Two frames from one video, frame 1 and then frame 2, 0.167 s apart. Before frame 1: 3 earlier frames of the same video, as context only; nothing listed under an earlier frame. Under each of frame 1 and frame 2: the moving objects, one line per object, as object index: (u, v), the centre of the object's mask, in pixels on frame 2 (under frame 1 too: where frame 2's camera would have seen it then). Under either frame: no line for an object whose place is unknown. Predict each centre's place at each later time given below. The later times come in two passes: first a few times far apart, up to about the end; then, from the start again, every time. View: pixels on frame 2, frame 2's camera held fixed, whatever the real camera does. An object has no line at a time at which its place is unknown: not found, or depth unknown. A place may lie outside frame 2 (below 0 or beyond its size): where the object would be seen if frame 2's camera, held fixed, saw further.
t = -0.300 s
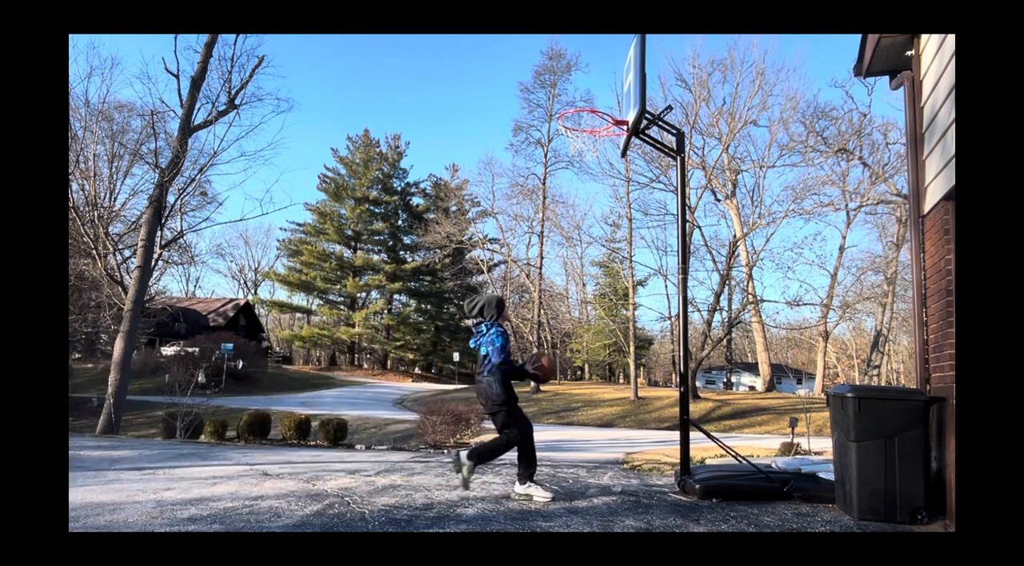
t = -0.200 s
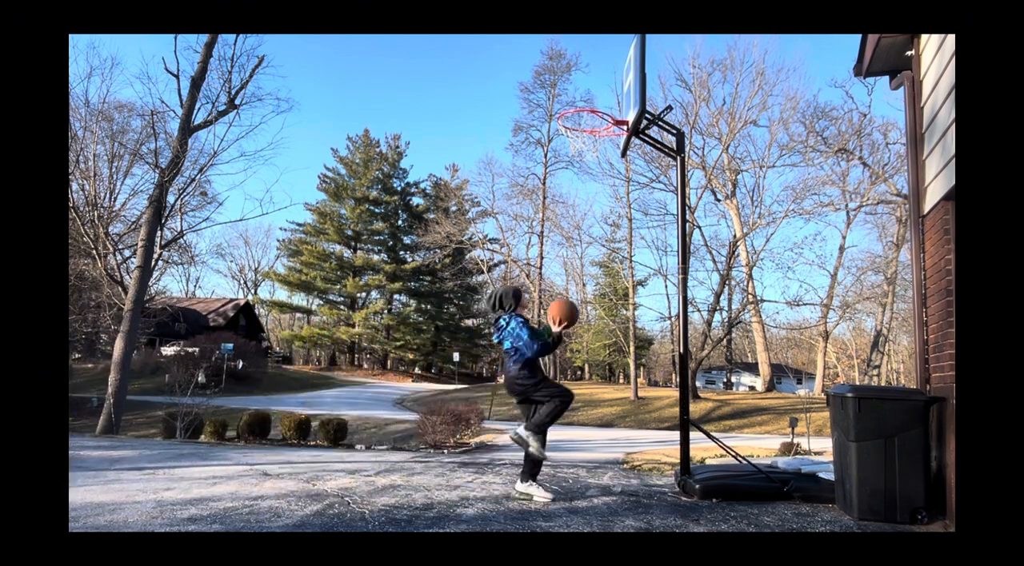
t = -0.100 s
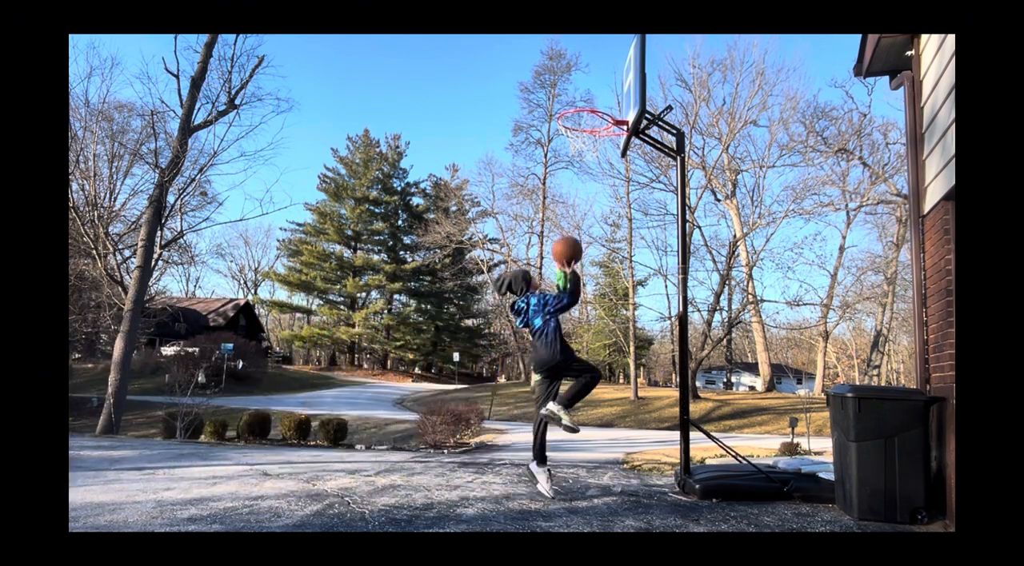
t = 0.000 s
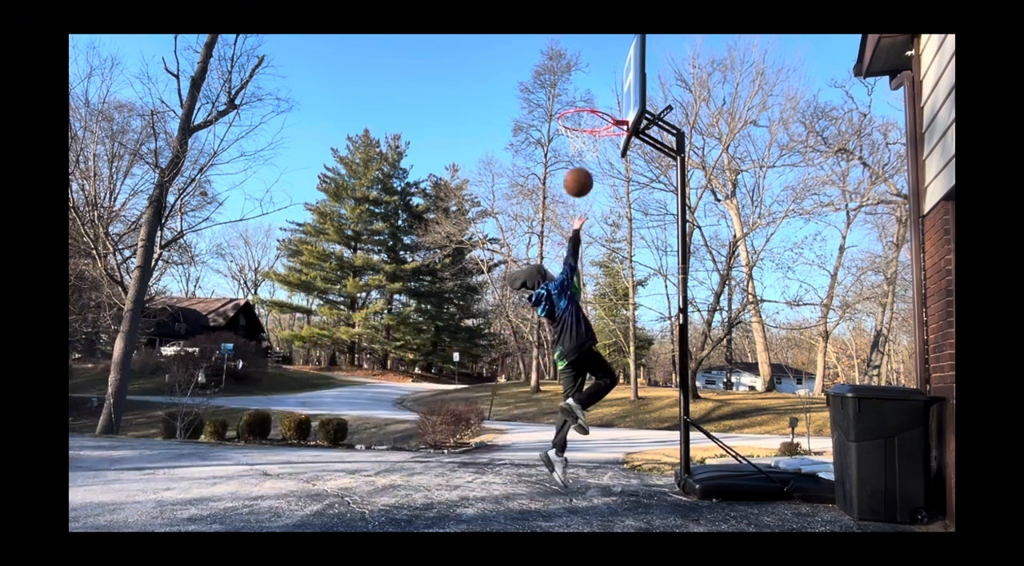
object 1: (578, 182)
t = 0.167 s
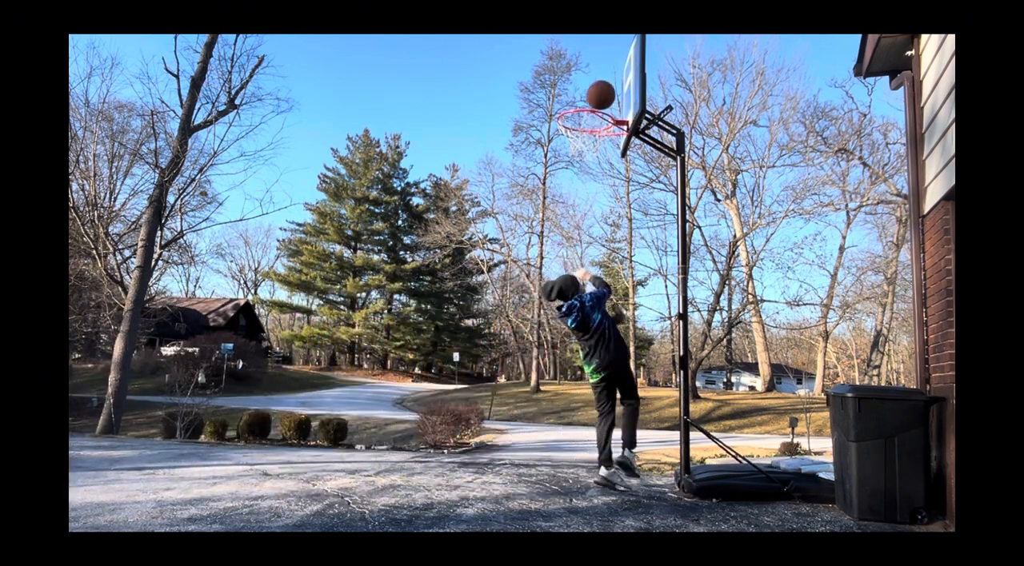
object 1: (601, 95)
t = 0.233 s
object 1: (609, 72)
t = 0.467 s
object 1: (613, 44)
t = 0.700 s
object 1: (596, 81)
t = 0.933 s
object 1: (577, 178)
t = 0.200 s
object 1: (605, 82)
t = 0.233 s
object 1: (609, 72)
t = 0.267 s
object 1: (613, 62)
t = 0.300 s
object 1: (616, 54)
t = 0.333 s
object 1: (620, 48)
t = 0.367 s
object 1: (620, 45)
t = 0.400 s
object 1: (618, 44)
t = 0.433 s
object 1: (615, 44)
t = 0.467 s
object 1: (613, 44)
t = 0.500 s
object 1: (610, 45)
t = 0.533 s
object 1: (608, 47)
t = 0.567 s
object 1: (605, 51)
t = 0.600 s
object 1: (603, 57)
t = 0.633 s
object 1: (601, 64)
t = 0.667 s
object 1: (598, 72)
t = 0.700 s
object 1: (596, 81)
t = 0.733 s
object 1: (593, 91)
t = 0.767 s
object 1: (591, 101)
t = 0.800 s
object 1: (588, 116)
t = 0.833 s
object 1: (586, 129)
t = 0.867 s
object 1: (583, 145)
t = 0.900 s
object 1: (580, 160)
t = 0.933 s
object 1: (577, 178)
